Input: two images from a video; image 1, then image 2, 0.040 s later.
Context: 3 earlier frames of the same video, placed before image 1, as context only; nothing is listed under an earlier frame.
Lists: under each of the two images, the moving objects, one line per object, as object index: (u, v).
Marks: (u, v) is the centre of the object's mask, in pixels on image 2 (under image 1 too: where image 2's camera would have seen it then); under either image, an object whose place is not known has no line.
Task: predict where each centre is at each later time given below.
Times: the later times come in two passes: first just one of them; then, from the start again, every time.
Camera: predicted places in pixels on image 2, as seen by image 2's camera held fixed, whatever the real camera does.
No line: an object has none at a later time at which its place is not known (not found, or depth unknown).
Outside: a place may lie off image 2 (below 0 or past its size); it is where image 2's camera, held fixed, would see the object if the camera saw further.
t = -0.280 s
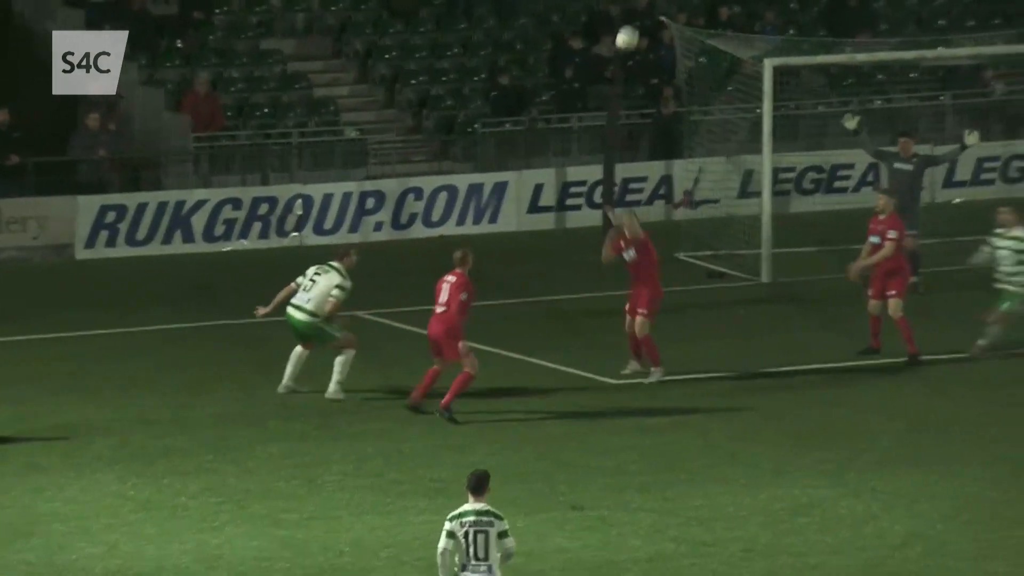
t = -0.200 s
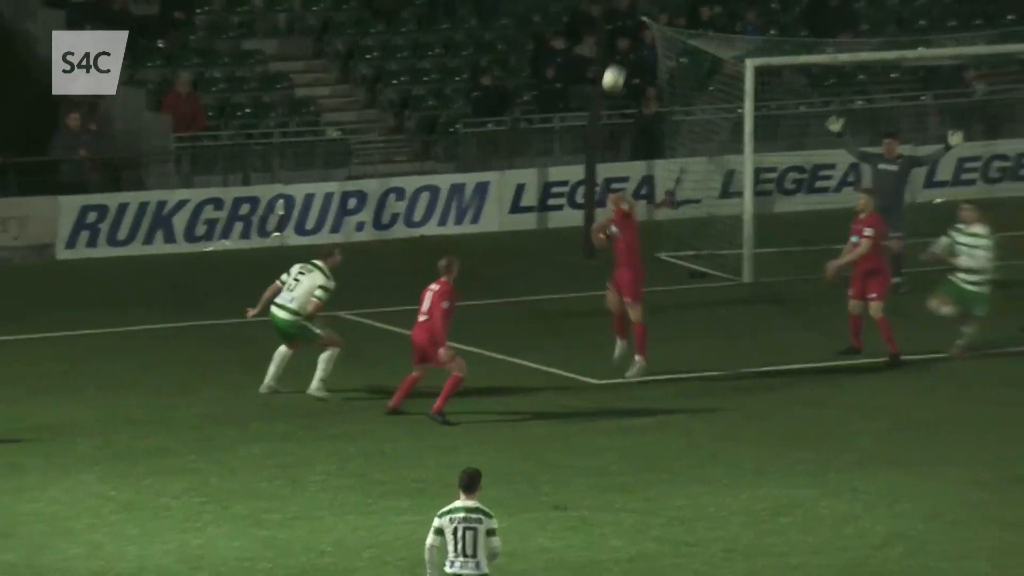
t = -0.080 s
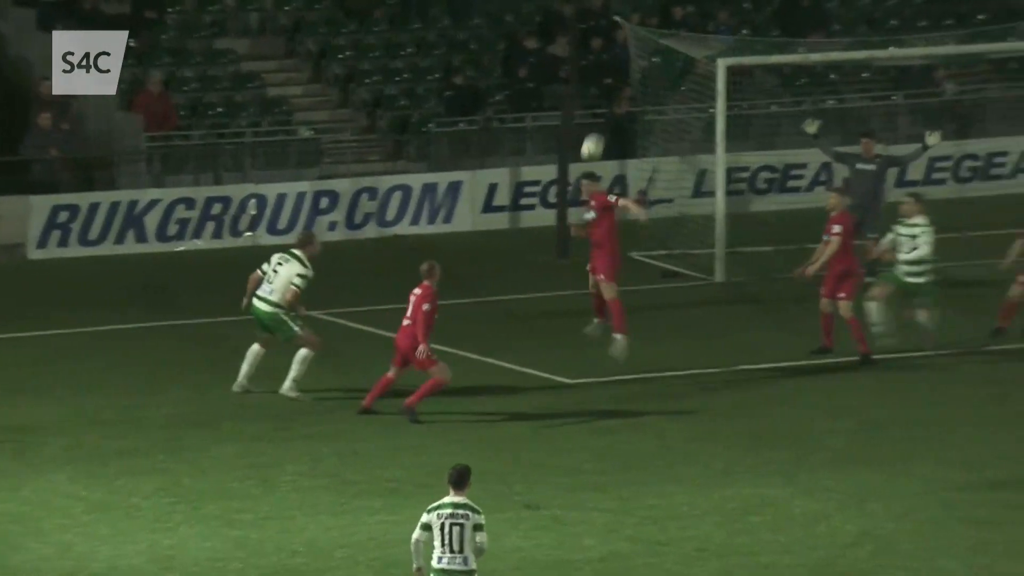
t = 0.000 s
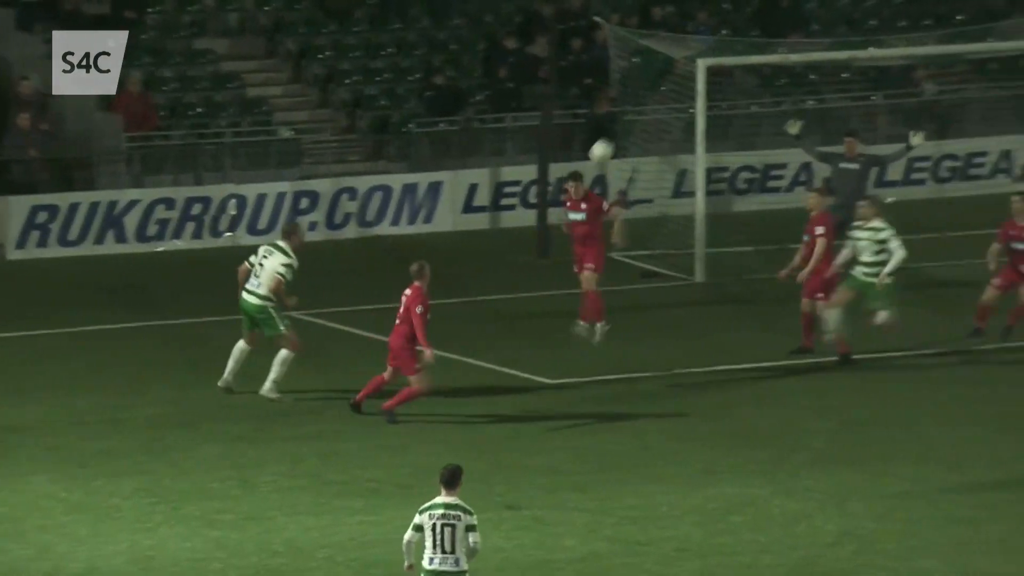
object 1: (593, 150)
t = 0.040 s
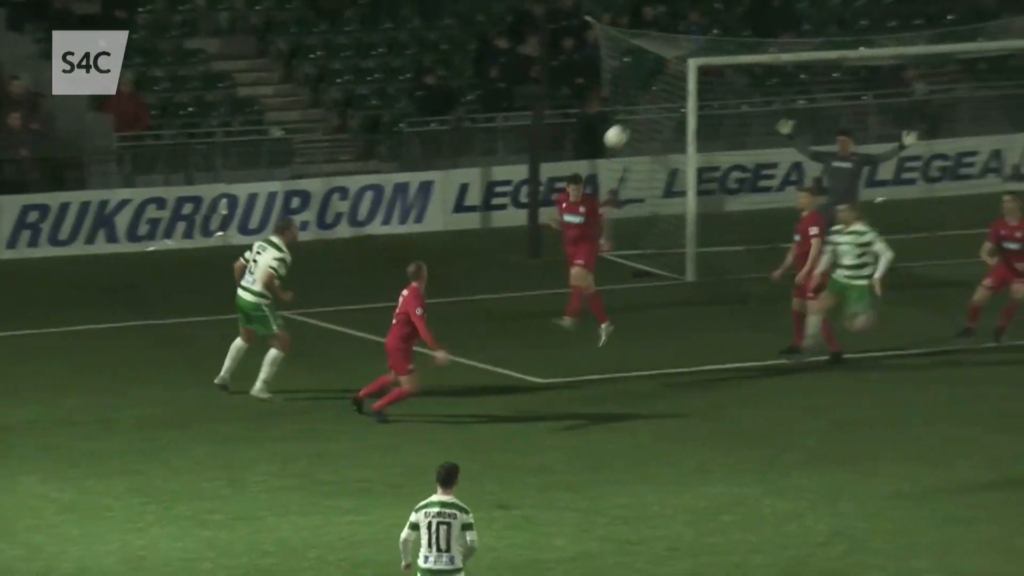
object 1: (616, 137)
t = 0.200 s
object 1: (712, 94)
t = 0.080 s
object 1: (640, 124)
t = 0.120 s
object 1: (664, 112)
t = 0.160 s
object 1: (688, 103)
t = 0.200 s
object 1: (712, 94)
